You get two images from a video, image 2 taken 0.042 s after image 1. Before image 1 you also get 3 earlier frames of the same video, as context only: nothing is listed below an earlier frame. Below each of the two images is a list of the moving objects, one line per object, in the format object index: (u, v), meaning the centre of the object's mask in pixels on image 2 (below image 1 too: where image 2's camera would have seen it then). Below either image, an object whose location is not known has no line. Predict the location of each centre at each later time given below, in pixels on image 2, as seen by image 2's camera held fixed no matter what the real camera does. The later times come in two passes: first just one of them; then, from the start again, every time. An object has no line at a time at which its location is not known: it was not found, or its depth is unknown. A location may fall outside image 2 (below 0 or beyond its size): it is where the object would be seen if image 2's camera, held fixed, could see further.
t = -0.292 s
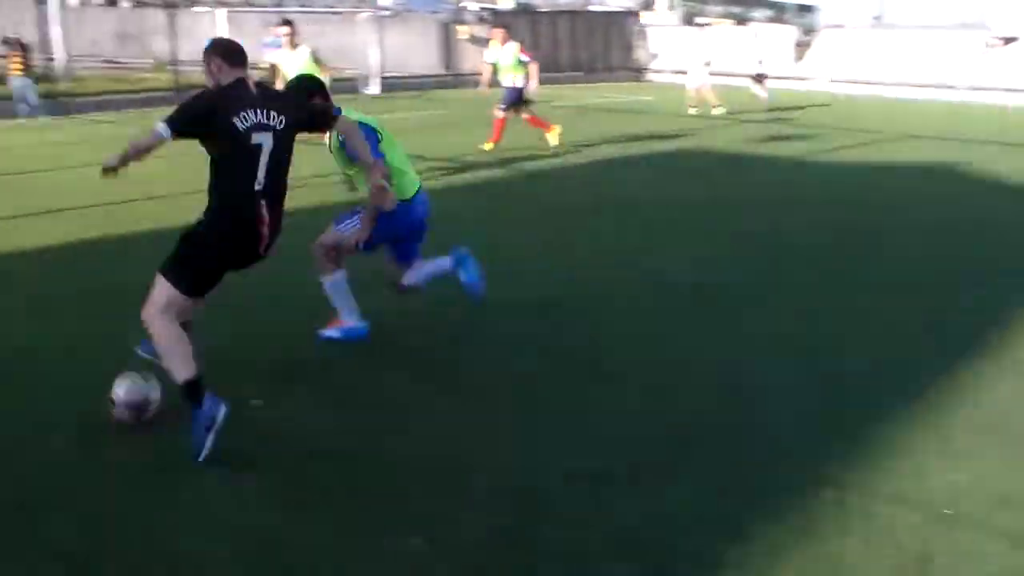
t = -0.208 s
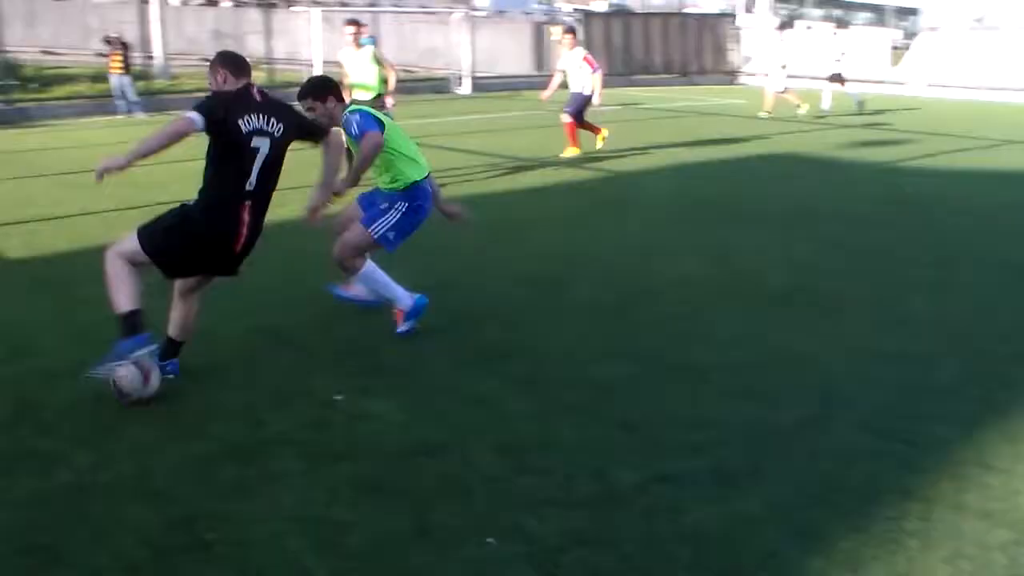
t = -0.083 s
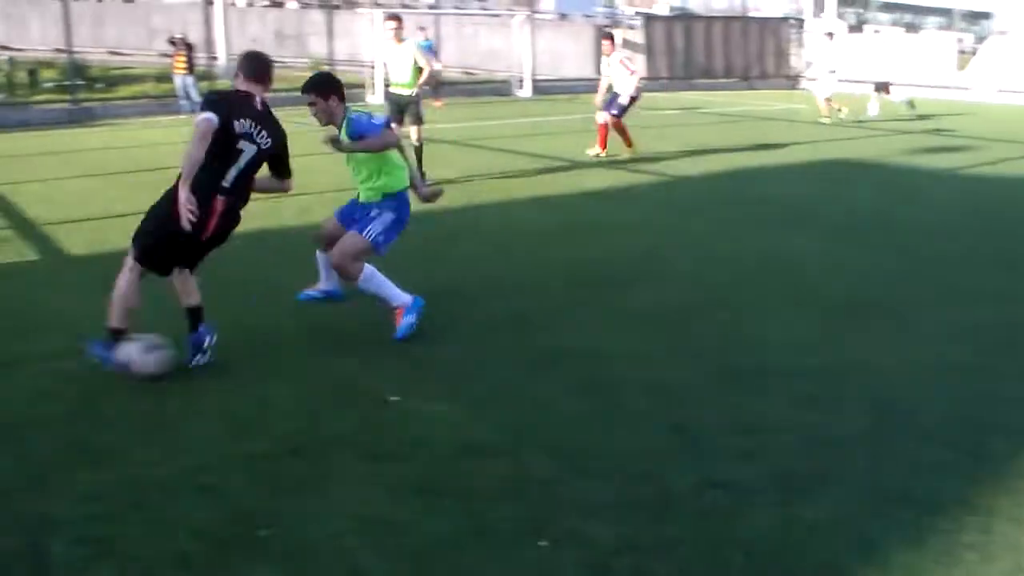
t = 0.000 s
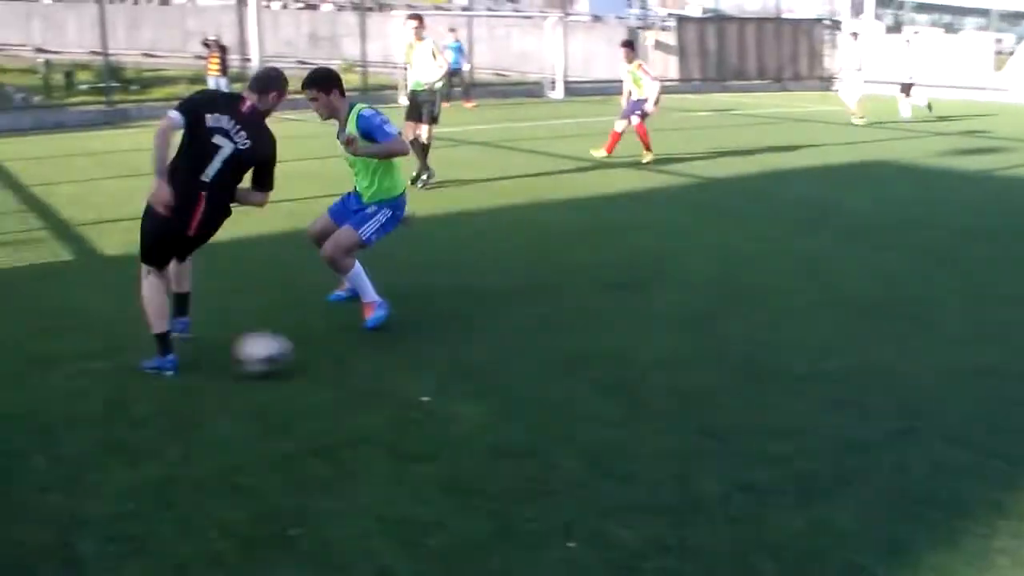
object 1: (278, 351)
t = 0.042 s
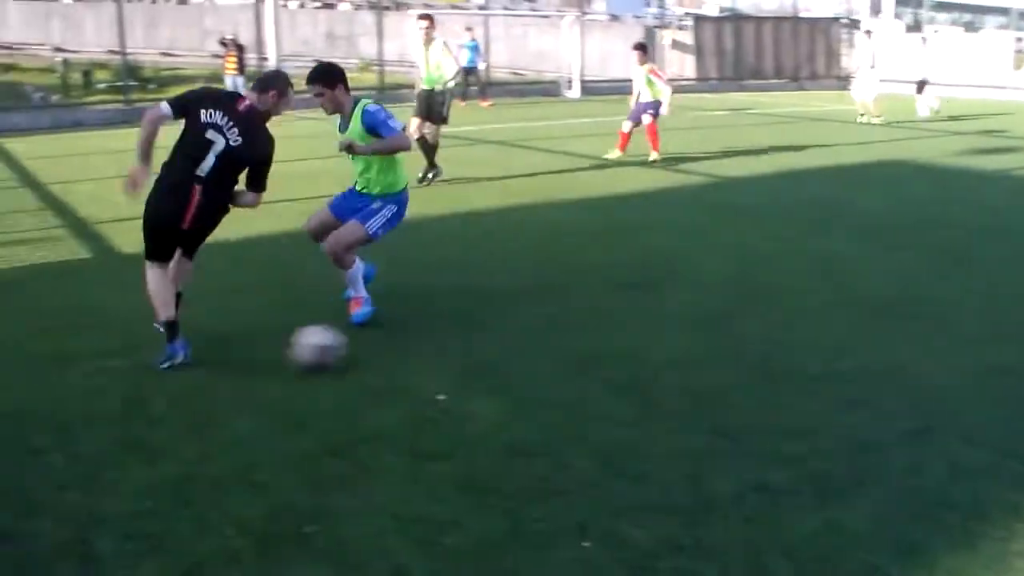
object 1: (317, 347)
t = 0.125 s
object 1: (392, 343)
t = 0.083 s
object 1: (355, 346)
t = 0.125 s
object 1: (392, 343)
